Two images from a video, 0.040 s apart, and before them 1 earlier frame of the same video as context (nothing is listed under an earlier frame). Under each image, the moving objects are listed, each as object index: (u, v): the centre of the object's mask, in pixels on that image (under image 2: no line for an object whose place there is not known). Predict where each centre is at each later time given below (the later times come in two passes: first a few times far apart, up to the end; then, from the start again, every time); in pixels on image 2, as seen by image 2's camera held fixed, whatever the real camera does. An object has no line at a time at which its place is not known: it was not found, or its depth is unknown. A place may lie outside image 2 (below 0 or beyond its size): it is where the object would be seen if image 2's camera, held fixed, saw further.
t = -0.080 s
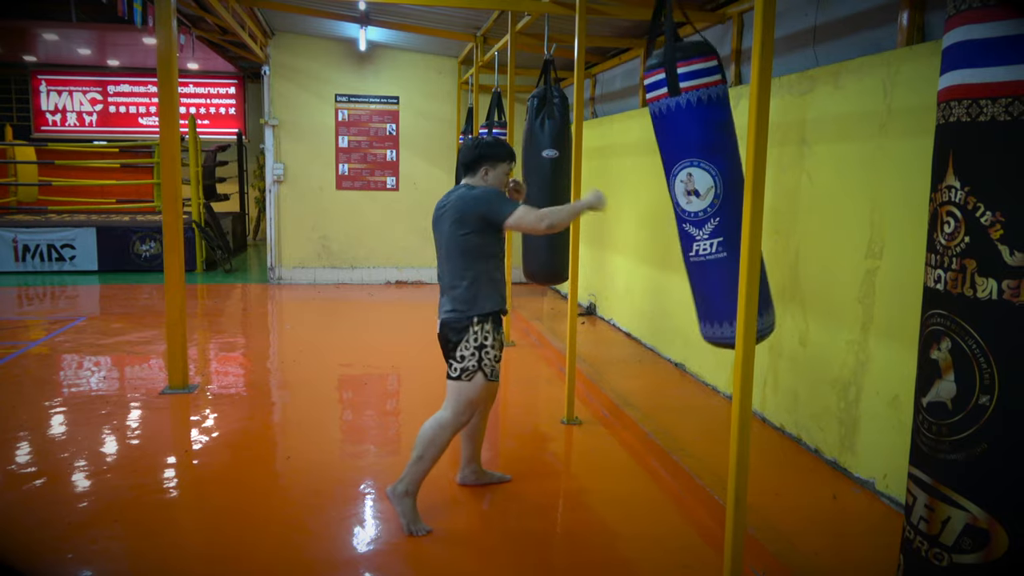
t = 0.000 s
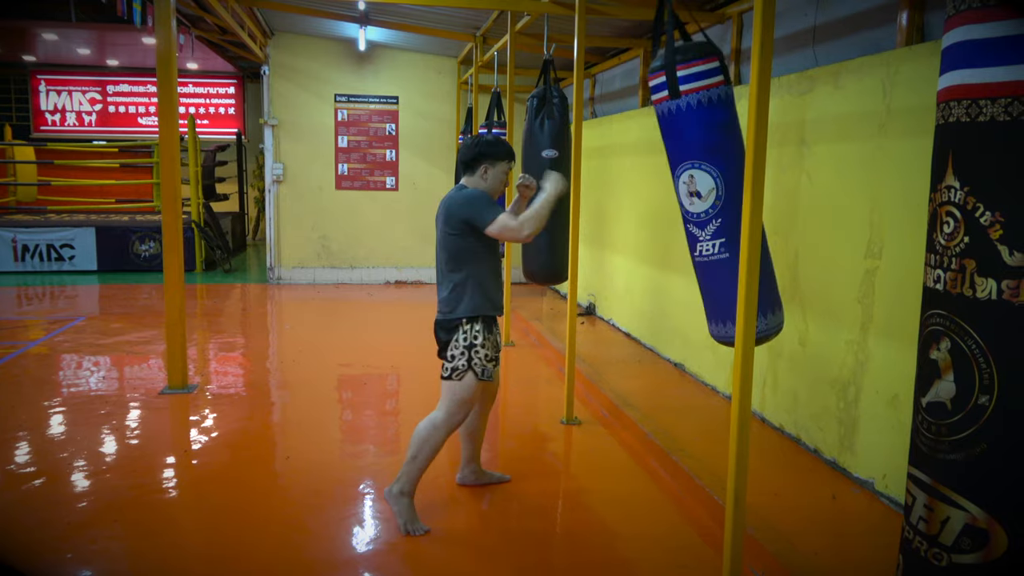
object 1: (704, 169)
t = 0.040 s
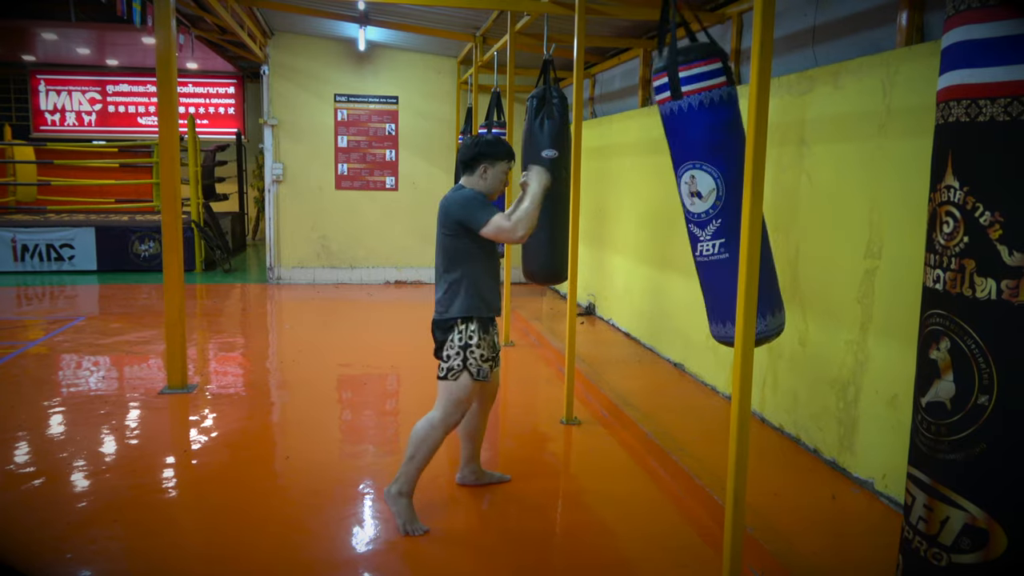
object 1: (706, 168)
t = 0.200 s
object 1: (708, 170)
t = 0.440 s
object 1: (696, 197)
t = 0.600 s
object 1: (671, 204)
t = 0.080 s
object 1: (709, 172)
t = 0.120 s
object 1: (708, 166)
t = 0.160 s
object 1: (709, 169)
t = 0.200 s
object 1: (708, 170)
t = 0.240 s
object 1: (706, 170)
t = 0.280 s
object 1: (705, 174)
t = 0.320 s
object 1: (703, 178)
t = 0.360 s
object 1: (702, 187)
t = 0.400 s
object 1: (699, 192)
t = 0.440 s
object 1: (696, 197)
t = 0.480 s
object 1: (691, 201)
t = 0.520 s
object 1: (685, 203)
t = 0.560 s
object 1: (678, 203)
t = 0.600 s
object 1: (671, 204)
